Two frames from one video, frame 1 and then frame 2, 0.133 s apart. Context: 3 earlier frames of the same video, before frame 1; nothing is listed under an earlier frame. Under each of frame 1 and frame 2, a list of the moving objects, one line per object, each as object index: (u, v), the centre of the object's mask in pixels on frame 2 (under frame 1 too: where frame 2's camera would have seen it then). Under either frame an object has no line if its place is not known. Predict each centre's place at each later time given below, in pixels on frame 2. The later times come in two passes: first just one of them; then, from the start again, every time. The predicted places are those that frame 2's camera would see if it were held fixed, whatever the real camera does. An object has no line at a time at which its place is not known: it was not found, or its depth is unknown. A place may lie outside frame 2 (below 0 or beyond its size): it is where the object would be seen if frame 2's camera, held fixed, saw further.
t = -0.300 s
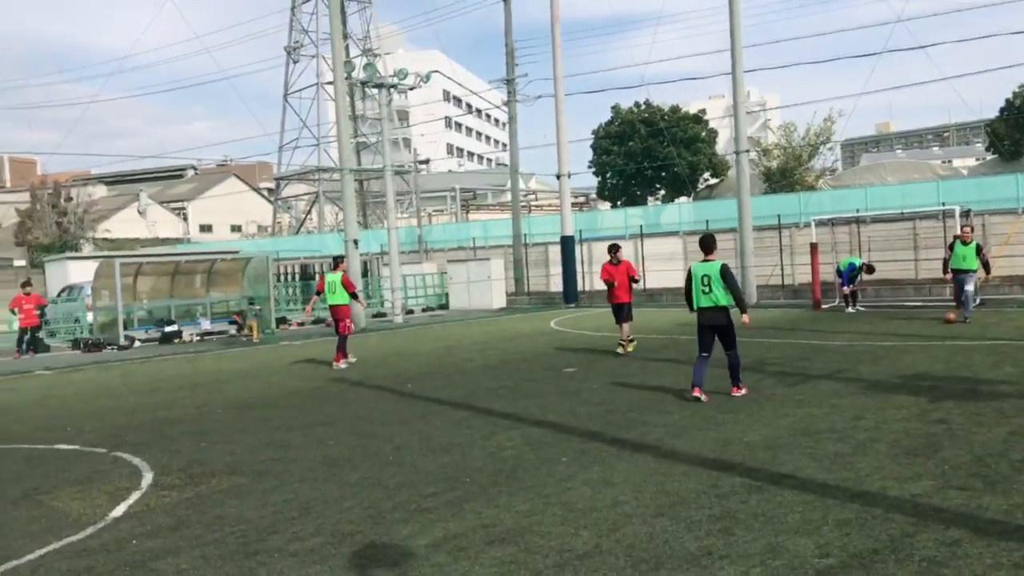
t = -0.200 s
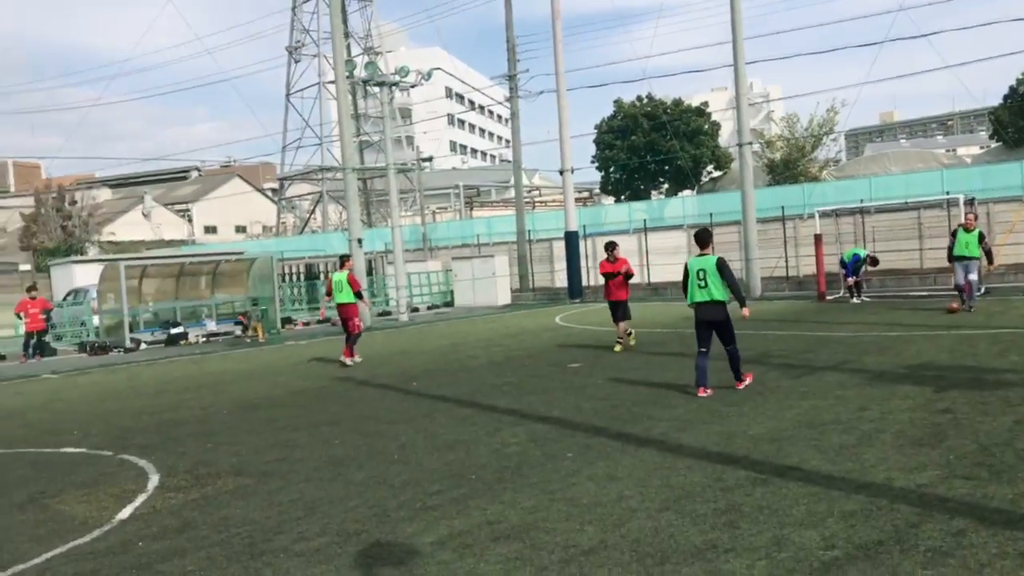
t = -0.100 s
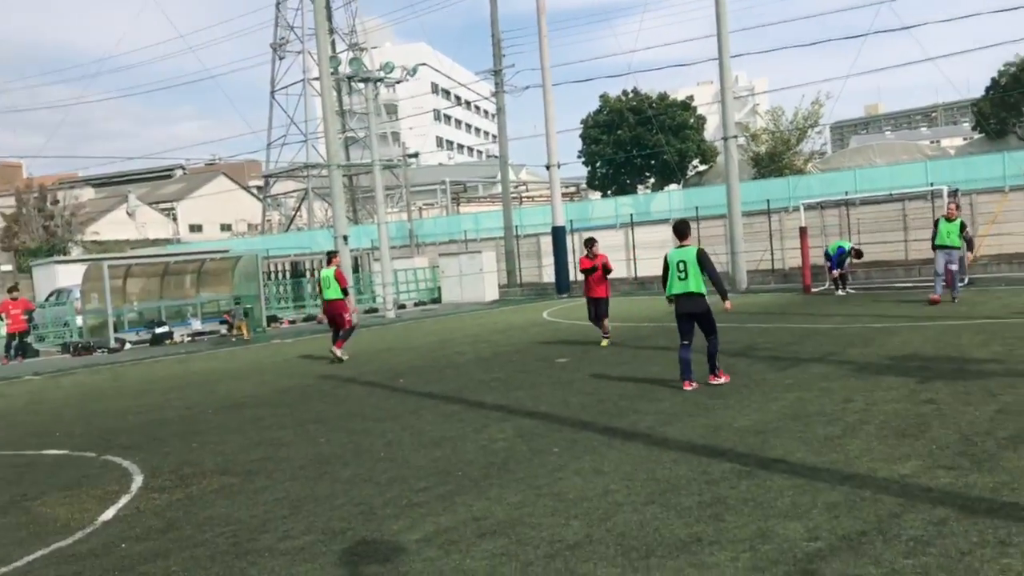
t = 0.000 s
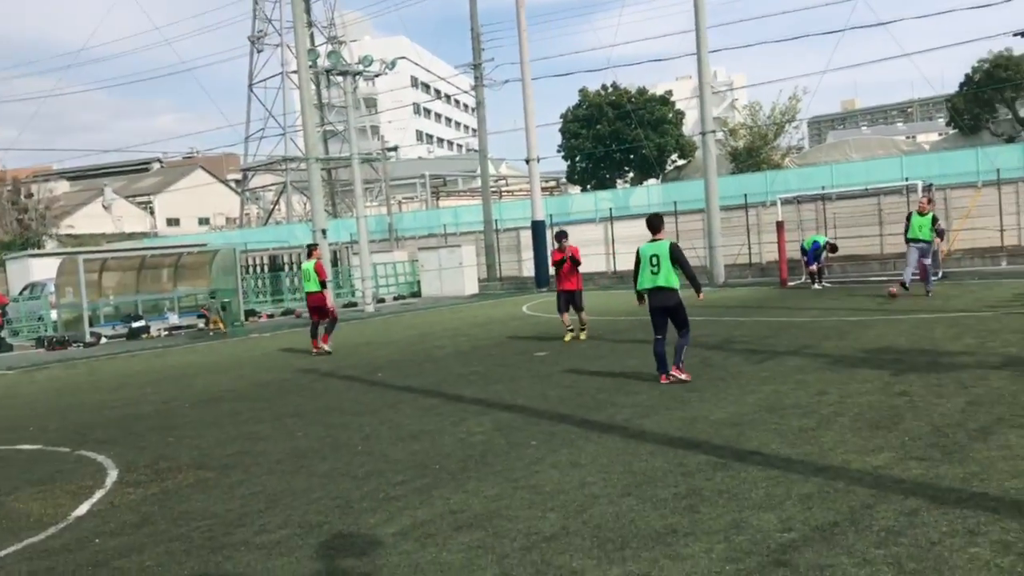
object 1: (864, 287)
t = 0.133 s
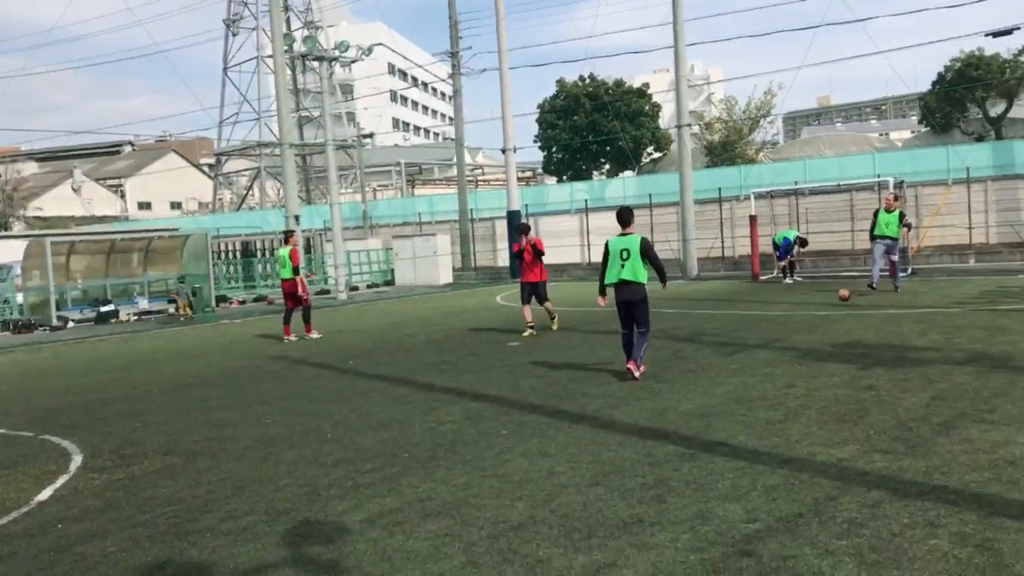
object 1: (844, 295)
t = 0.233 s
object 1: (828, 304)
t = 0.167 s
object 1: (838, 299)
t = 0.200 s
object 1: (832, 304)
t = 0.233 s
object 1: (828, 304)
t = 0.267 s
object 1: (823, 304)
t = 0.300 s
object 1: (818, 304)
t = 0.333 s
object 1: (813, 306)
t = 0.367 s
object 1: (808, 309)
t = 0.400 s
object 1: (803, 313)
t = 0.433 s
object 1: (798, 313)
